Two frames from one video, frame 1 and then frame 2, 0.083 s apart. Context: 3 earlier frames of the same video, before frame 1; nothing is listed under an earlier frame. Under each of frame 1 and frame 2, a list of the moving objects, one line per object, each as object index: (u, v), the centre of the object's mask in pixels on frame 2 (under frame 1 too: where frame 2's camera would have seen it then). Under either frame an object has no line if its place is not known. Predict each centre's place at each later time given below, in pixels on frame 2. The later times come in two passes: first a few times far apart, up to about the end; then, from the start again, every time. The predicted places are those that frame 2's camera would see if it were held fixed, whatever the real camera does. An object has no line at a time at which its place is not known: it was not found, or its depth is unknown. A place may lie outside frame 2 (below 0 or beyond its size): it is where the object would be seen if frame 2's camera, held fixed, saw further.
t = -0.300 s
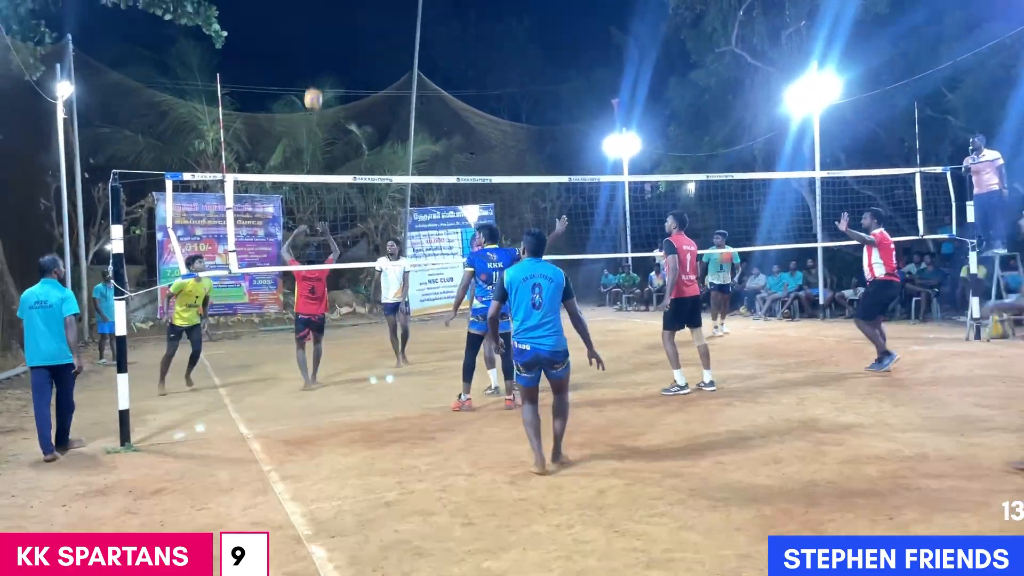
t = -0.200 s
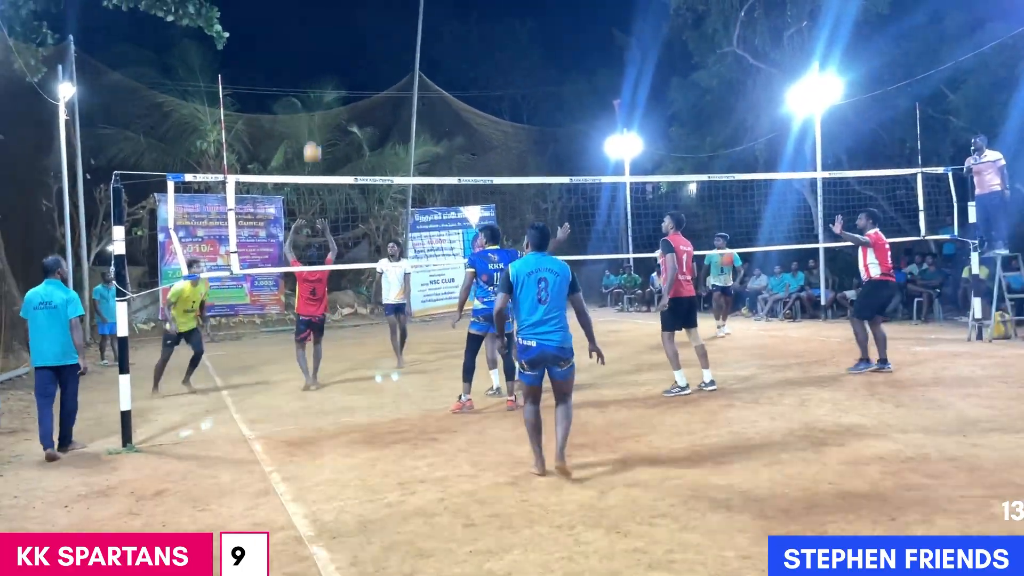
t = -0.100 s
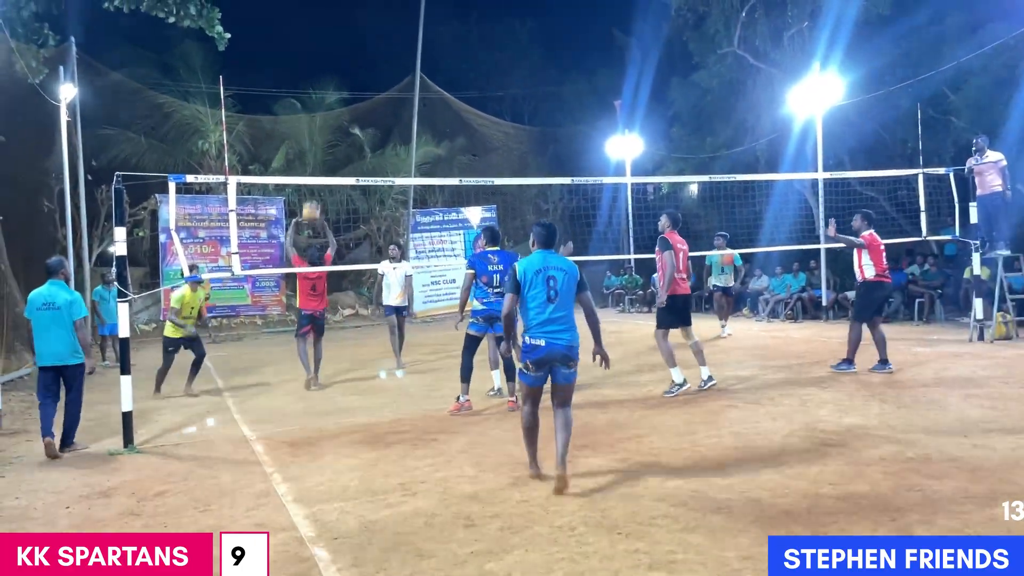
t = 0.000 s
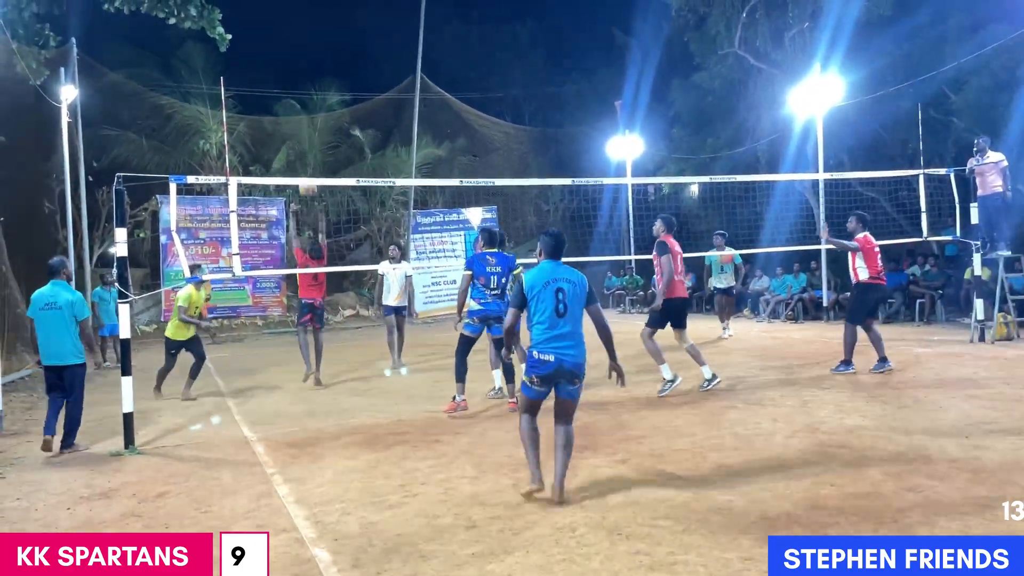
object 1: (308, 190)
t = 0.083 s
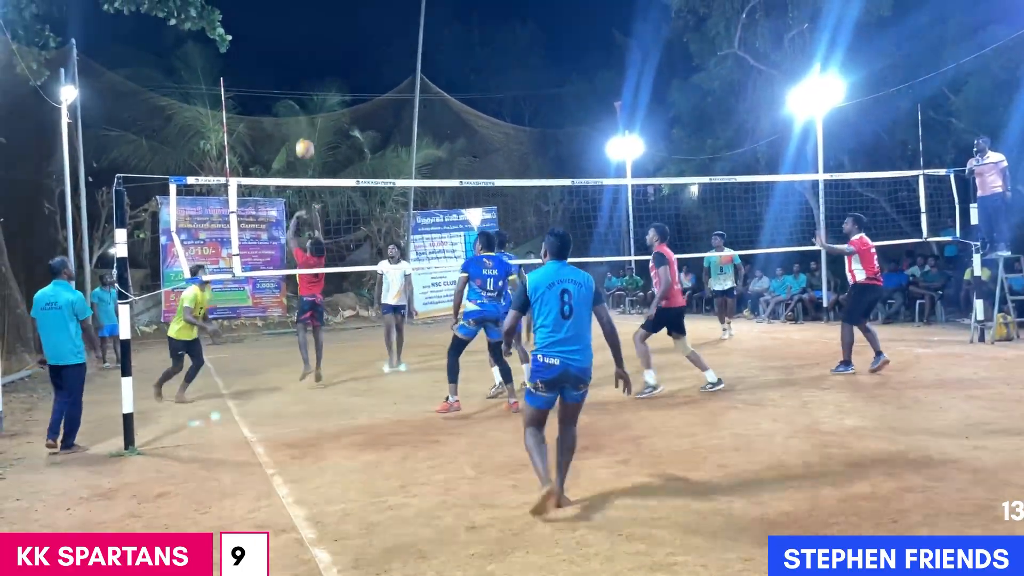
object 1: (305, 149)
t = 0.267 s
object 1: (300, 81)
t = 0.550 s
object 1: (296, 27)
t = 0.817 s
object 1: (296, 37)
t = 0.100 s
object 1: (304, 141)
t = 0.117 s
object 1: (303, 134)
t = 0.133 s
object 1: (303, 128)
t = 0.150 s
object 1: (302, 121)
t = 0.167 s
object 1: (302, 115)
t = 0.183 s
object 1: (302, 109)
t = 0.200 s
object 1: (301, 103)
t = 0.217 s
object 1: (301, 97)
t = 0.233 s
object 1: (300, 92)
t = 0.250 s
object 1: (300, 86)
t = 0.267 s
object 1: (300, 81)
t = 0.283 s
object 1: (299, 76)
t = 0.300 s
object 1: (299, 72)
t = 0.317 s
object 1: (299, 67)
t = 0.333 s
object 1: (298, 63)
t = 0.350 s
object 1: (298, 59)
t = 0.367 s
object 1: (298, 55)
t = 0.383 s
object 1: (298, 51)
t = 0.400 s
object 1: (297, 48)
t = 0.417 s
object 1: (297, 45)
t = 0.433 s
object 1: (297, 42)
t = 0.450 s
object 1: (297, 39)
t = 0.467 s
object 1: (297, 37)
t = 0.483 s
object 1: (296, 34)
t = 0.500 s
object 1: (296, 32)
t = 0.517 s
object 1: (296, 30)
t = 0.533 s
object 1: (296, 29)
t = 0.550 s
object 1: (296, 27)
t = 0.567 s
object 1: (296, 26)
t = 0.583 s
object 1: (296, 25)
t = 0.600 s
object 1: (296, 24)
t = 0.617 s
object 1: (296, 24)
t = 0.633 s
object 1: (295, 24)
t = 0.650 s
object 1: (295, 24)
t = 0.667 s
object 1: (295, 24)
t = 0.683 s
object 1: (296, 24)
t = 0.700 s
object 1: (295, 25)
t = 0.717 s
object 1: (295, 26)
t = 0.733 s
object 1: (295, 27)
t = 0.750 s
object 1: (295, 29)
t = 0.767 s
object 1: (295, 31)
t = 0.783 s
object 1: (295, 32)
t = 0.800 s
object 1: (295, 35)
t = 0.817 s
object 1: (296, 37)
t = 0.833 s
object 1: (296, 39)
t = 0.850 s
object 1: (296, 42)
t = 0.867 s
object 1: (296, 46)
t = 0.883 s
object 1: (296, 49)
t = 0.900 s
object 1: (296, 52)
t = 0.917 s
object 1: (296, 56)
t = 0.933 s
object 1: (297, 60)
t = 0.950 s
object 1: (297, 65)
